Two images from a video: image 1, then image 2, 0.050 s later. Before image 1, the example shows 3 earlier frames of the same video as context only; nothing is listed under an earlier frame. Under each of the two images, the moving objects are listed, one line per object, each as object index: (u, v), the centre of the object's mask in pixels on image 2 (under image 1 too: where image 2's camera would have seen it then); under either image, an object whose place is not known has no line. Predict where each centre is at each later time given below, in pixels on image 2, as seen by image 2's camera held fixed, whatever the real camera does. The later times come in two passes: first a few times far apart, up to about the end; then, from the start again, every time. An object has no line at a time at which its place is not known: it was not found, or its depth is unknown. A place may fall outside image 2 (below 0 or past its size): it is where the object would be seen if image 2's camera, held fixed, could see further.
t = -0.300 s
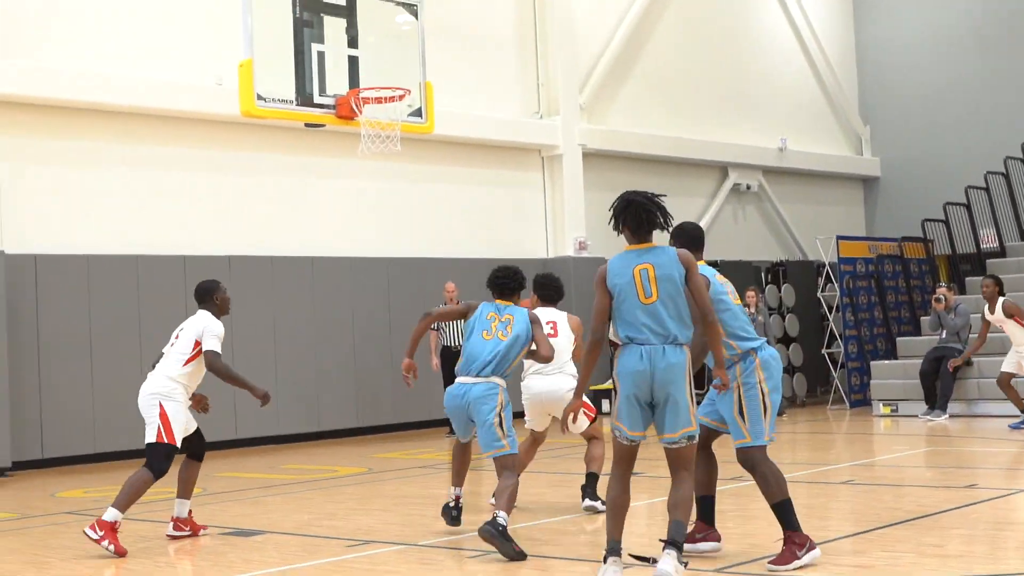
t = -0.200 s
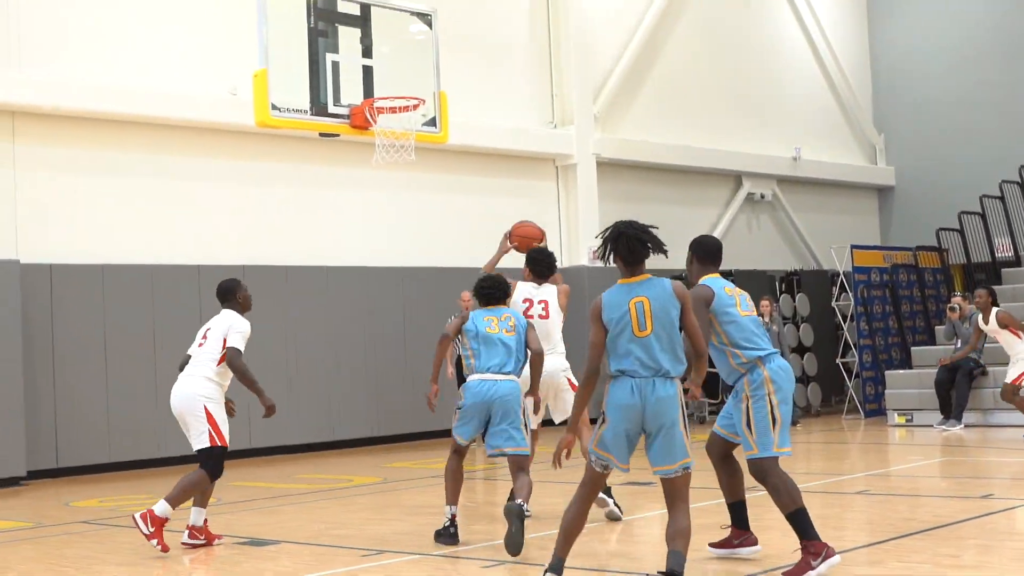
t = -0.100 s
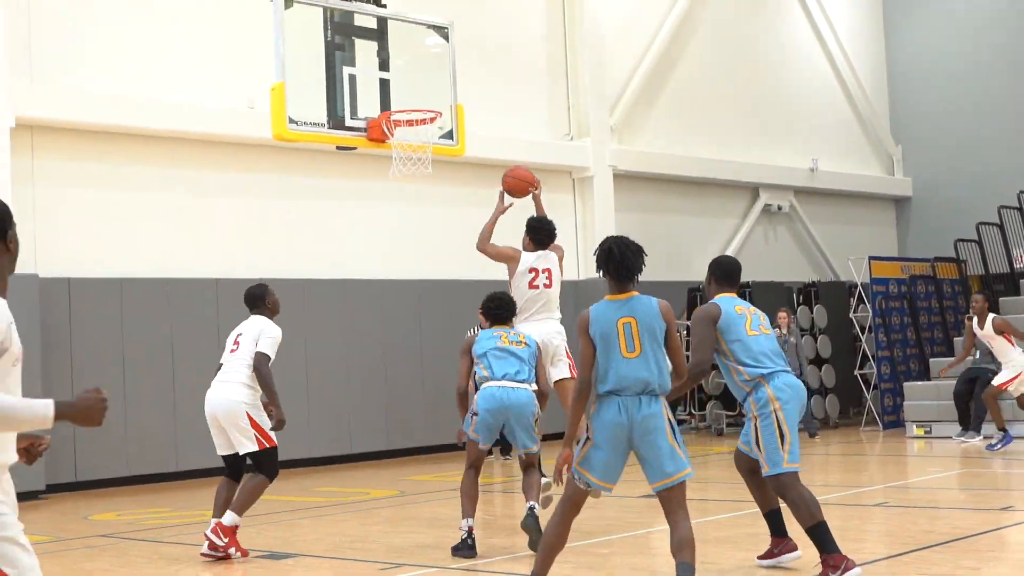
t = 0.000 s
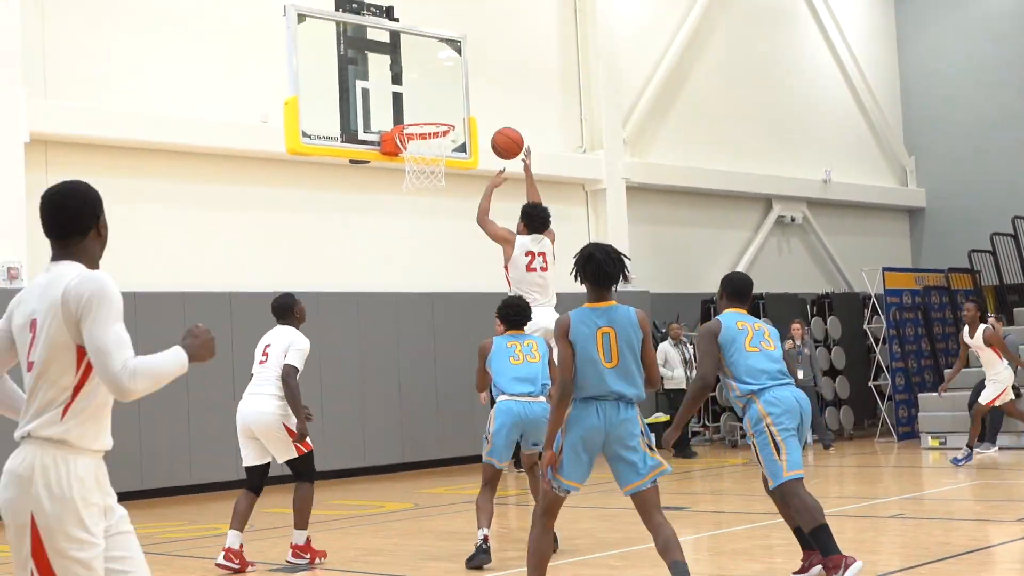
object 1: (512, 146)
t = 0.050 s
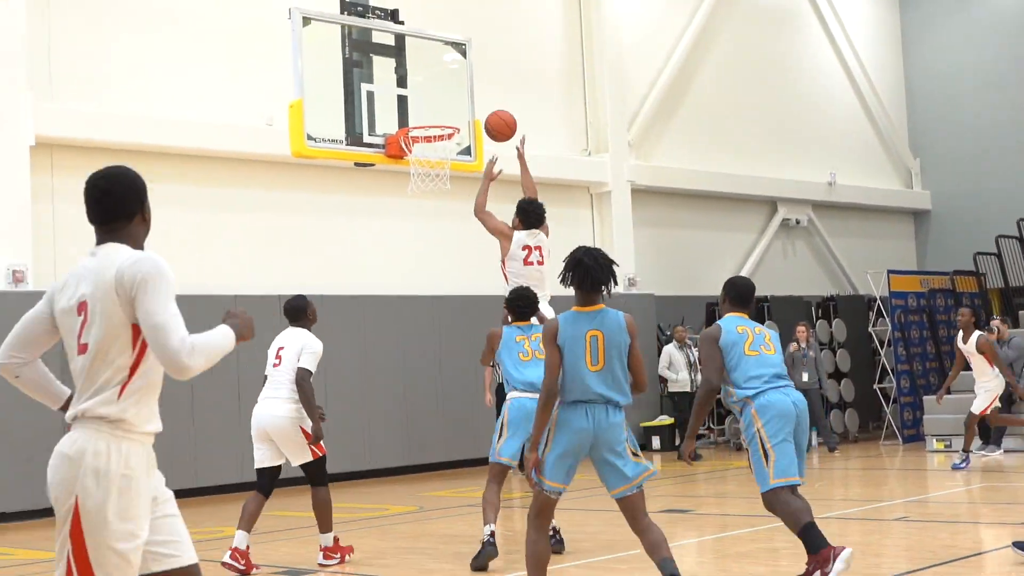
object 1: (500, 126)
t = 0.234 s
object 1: (461, 83)
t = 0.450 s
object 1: (420, 88)
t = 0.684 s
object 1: (398, 105)
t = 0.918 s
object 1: (416, 109)
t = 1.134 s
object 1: (437, 136)
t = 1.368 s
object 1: (427, 187)
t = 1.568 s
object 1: (421, 284)
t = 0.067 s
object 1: (497, 120)
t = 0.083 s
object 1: (493, 115)
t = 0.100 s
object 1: (489, 109)
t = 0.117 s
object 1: (485, 105)
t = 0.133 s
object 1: (482, 101)
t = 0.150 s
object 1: (478, 97)
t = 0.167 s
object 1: (475, 93)
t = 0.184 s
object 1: (471, 90)
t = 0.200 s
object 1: (468, 87)
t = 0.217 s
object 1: (464, 85)
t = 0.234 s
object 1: (461, 83)
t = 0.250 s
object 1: (458, 81)
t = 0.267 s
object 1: (454, 80)
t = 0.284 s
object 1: (451, 79)
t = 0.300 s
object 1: (448, 78)
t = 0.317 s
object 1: (445, 78)
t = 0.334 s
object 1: (441, 78)
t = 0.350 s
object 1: (438, 78)
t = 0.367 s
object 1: (435, 79)
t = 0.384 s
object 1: (432, 80)
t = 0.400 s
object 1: (429, 82)
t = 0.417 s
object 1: (426, 84)
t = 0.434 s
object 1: (423, 86)
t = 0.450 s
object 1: (420, 88)
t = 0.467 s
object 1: (417, 91)
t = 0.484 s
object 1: (414, 95)
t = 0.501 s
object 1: (411, 98)
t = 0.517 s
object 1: (408, 102)
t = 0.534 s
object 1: (405, 106)
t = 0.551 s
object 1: (402, 111)
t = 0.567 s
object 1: (399, 115)
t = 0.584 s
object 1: (396, 119)
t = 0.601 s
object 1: (394, 118)
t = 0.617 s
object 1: (394, 116)
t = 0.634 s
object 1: (395, 113)
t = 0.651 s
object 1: (396, 109)
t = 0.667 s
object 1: (397, 107)
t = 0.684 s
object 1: (398, 105)
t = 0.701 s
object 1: (399, 103)
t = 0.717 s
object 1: (401, 101)
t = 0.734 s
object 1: (402, 100)
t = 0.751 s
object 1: (403, 99)
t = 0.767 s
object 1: (404, 99)
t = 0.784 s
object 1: (405, 98)
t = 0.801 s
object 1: (407, 98)
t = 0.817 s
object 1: (408, 99)
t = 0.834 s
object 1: (409, 100)
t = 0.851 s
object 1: (411, 101)
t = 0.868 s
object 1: (412, 103)
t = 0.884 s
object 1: (413, 105)
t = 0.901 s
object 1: (415, 107)
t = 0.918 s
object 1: (416, 109)
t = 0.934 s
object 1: (418, 112)
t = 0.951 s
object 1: (419, 114)
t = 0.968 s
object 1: (420, 116)
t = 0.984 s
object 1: (421, 116)
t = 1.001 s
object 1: (423, 116)
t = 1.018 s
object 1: (425, 117)
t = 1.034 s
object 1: (427, 117)
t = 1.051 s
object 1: (428, 118)
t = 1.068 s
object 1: (430, 119)
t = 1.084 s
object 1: (432, 120)
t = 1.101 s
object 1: (433, 129)
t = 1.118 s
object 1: (435, 132)
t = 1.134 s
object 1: (437, 136)
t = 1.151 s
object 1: (438, 138)
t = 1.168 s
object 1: (438, 140)
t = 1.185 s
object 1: (437, 142)
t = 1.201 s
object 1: (436, 144)
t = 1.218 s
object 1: (435, 147)
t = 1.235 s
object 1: (434, 149)
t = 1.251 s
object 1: (433, 153)
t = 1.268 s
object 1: (432, 157)
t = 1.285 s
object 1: (431, 161)
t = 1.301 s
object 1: (430, 165)
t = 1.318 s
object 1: (429, 170)
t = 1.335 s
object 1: (429, 175)
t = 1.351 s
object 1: (428, 181)
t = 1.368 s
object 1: (427, 187)
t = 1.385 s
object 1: (426, 194)
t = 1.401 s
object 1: (426, 199)
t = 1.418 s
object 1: (425, 206)
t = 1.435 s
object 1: (424, 213)
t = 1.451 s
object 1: (424, 221)
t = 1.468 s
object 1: (423, 229)
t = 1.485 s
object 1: (422, 237)
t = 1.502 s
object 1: (422, 246)
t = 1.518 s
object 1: (421, 255)
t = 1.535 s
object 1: (421, 264)
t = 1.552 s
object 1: (420, 274)
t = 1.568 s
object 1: (421, 284)
